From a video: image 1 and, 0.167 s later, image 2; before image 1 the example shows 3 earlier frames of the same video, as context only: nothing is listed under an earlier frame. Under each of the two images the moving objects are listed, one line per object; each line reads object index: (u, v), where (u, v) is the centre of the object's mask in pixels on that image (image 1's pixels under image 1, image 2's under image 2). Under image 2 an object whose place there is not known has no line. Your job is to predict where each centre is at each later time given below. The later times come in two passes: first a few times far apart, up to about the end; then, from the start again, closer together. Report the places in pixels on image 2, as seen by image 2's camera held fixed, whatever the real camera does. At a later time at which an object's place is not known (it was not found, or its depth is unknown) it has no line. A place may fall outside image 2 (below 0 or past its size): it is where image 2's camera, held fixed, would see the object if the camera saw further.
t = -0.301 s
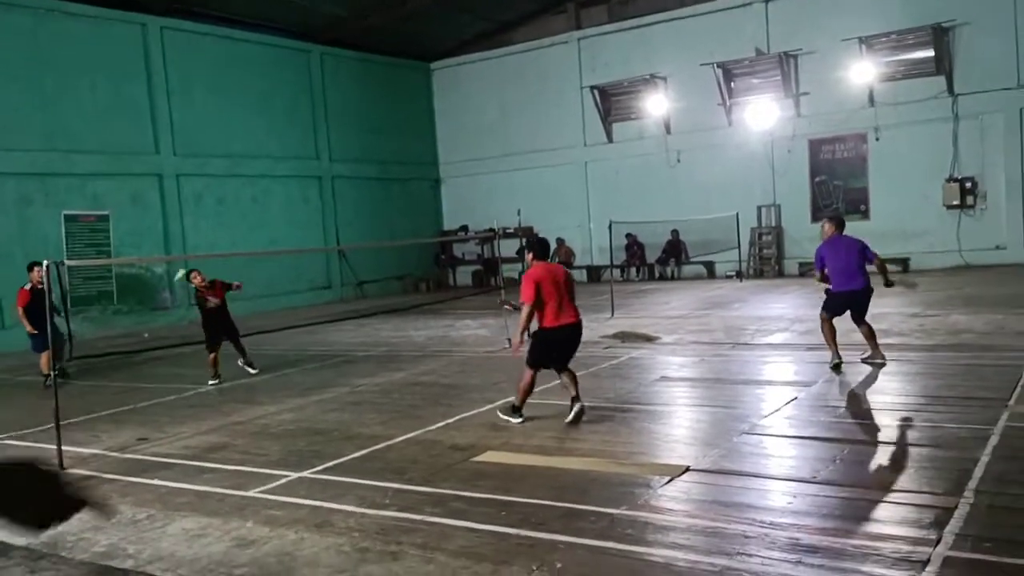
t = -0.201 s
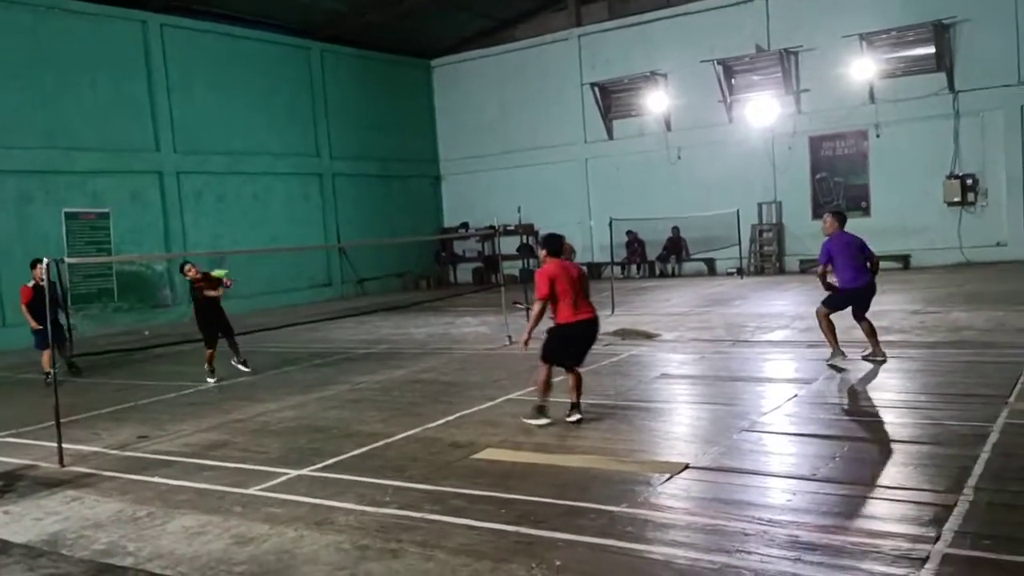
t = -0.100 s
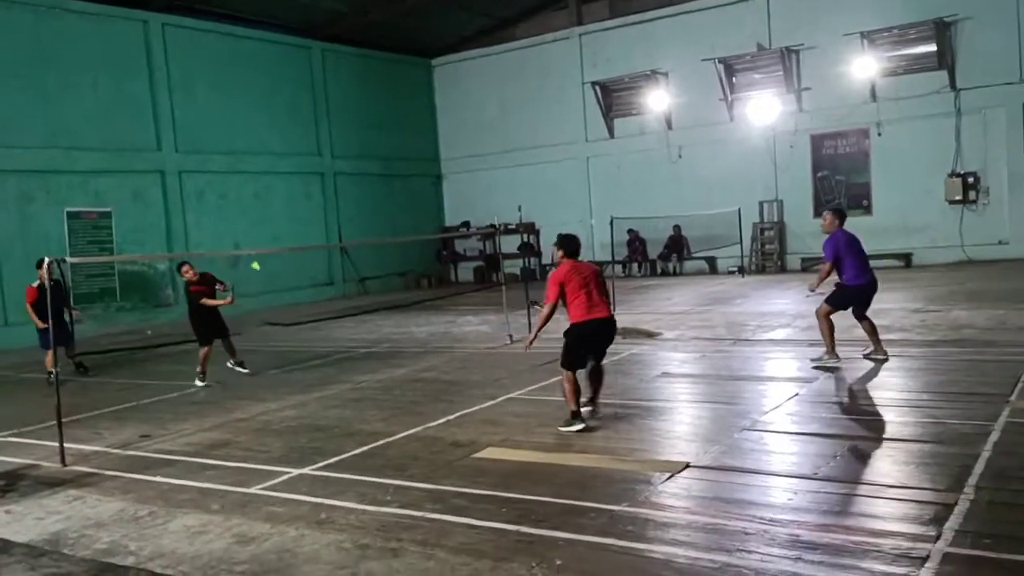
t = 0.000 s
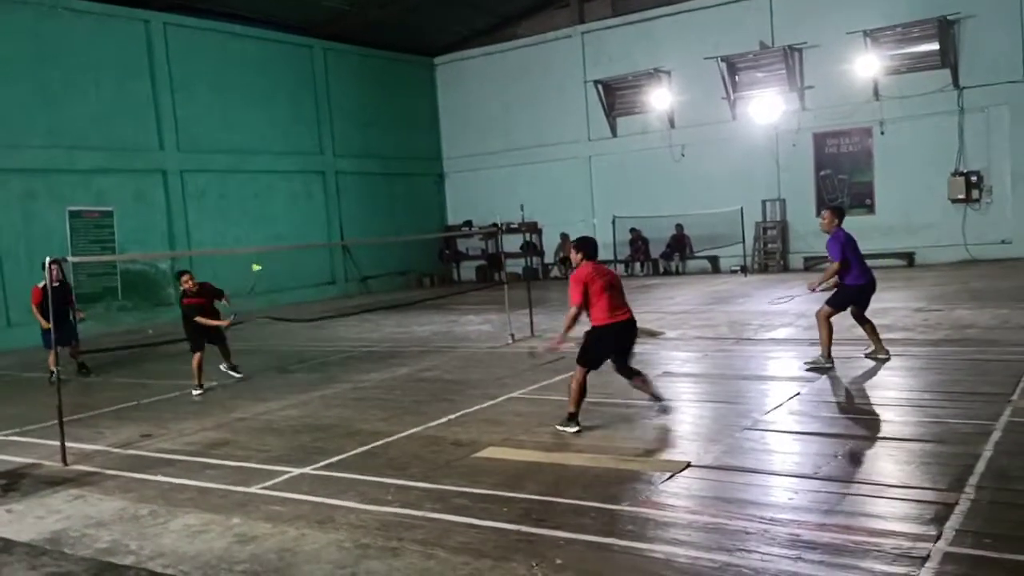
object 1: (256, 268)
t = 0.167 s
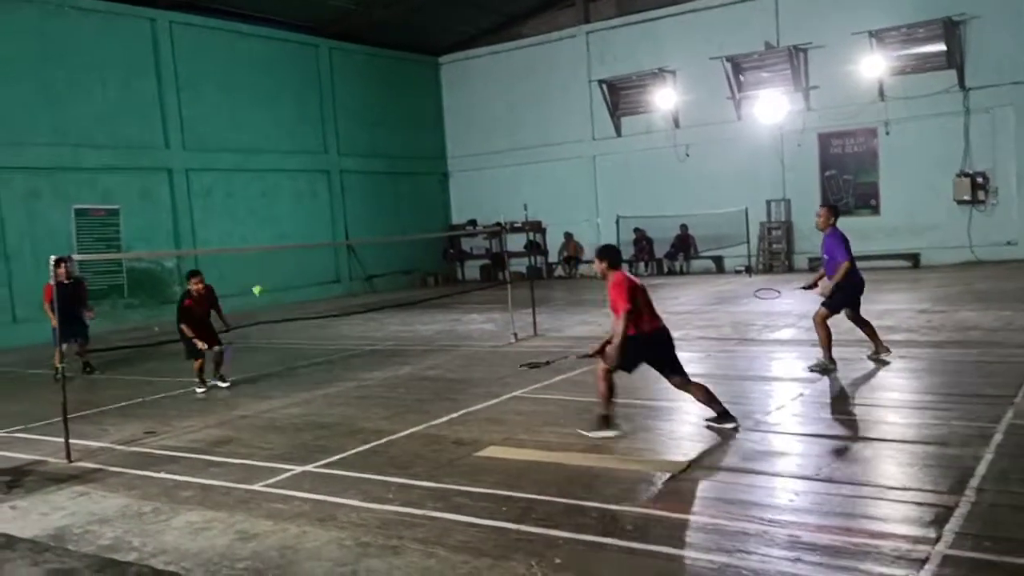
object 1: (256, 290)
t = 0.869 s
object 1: (274, 399)
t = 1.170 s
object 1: (277, 401)
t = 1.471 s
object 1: (278, 404)
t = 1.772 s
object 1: (282, 404)
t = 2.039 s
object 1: (287, 404)
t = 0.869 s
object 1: (274, 399)
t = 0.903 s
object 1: (274, 398)
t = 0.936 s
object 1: (274, 398)
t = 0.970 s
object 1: (274, 398)
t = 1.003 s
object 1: (275, 399)
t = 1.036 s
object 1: (276, 400)
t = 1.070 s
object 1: (276, 400)
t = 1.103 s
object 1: (276, 400)
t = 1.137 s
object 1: (277, 401)
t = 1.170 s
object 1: (277, 401)
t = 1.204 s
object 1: (279, 401)
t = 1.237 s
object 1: (279, 402)
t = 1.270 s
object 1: (279, 402)
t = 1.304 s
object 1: (279, 403)
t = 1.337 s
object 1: (278, 404)
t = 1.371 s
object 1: (279, 404)
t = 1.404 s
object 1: (279, 404)
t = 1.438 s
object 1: (278, 404)
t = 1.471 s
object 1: (278, 404)
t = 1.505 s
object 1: (279, 404)
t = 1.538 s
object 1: (280, 404)
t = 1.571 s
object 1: (281, 404)
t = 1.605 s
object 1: (280, 405)
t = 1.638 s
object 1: (281, 405)
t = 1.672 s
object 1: (282, 405)
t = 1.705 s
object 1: (282, 404)
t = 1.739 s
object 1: (282, 404)
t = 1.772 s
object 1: (282, 404)
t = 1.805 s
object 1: (283, 405)
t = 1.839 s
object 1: (284, 405)
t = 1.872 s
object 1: (284, 405)
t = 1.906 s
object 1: (285, 404)
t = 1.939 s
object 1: (285, 404)
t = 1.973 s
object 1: (286, 404)
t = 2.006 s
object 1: (286, 404)
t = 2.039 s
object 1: (287, 404)
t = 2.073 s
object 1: (288, 404)
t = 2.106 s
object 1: (288, 404)
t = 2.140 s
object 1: (289, 404)
